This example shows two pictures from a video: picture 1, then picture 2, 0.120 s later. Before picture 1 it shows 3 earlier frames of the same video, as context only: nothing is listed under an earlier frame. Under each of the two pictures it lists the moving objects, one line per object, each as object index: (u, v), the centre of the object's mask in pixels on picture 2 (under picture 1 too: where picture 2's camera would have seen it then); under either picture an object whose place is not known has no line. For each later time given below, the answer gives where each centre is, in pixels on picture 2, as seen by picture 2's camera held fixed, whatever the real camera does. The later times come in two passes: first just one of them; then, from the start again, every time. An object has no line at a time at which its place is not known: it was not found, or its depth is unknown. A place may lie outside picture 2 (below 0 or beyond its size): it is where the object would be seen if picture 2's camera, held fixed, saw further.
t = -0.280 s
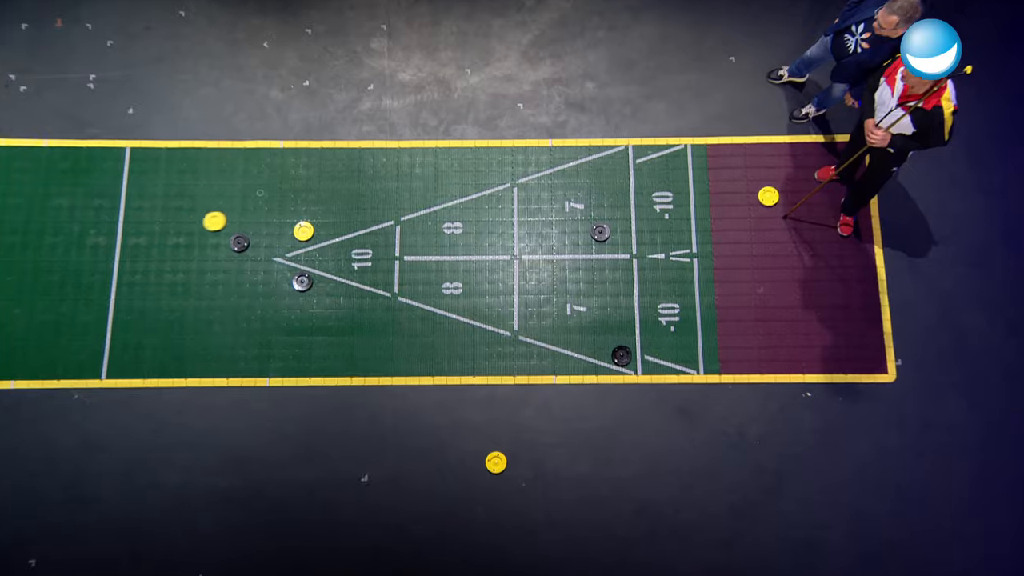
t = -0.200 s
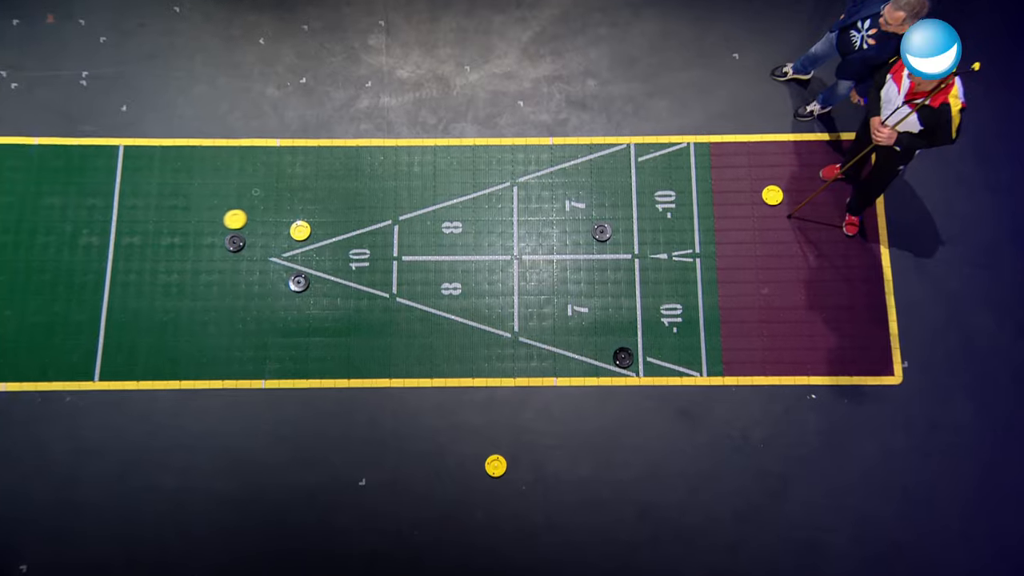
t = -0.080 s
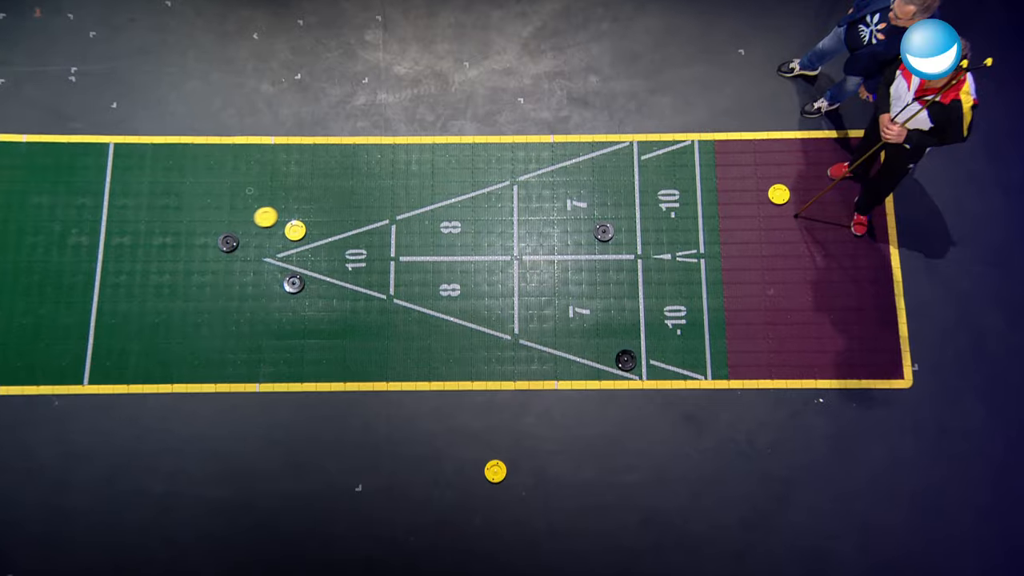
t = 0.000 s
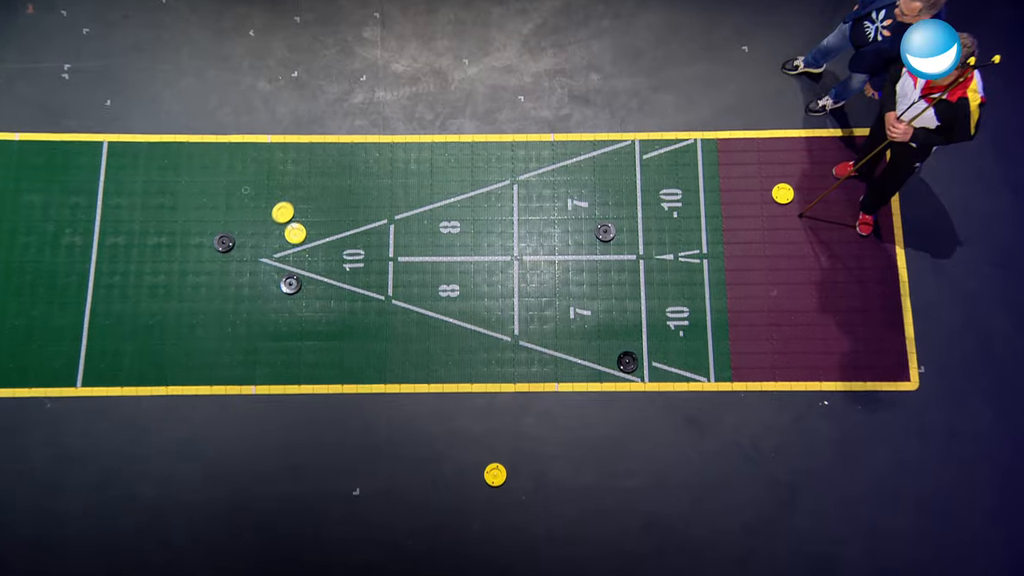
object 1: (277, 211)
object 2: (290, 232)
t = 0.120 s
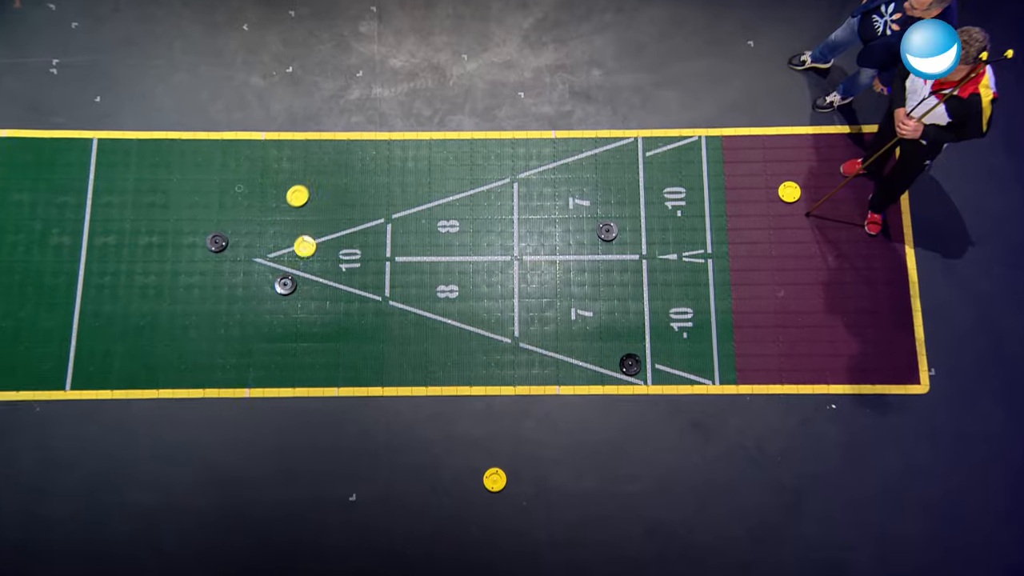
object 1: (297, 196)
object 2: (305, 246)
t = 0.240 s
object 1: (315, 181)
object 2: (318, 258)
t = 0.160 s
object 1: (304, 191)
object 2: (309, 250)
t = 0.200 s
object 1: (309, 186)
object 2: (313, 255)
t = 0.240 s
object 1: (315, 181)
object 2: (318, 258)
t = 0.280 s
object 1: (321, 177)
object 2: (322, 262)
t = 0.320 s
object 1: (327, 172)
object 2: (326, 266)
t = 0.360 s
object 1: (332, 168)
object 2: (330, 269)
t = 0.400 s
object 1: (338, 164)
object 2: (333, 272)
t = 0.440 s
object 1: (343, 160)
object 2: (337, 276)
